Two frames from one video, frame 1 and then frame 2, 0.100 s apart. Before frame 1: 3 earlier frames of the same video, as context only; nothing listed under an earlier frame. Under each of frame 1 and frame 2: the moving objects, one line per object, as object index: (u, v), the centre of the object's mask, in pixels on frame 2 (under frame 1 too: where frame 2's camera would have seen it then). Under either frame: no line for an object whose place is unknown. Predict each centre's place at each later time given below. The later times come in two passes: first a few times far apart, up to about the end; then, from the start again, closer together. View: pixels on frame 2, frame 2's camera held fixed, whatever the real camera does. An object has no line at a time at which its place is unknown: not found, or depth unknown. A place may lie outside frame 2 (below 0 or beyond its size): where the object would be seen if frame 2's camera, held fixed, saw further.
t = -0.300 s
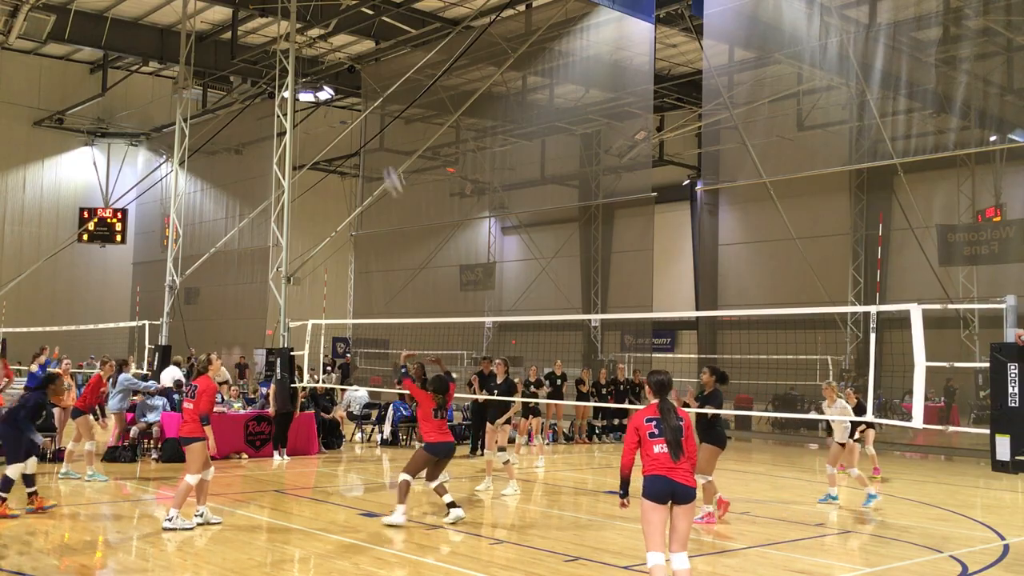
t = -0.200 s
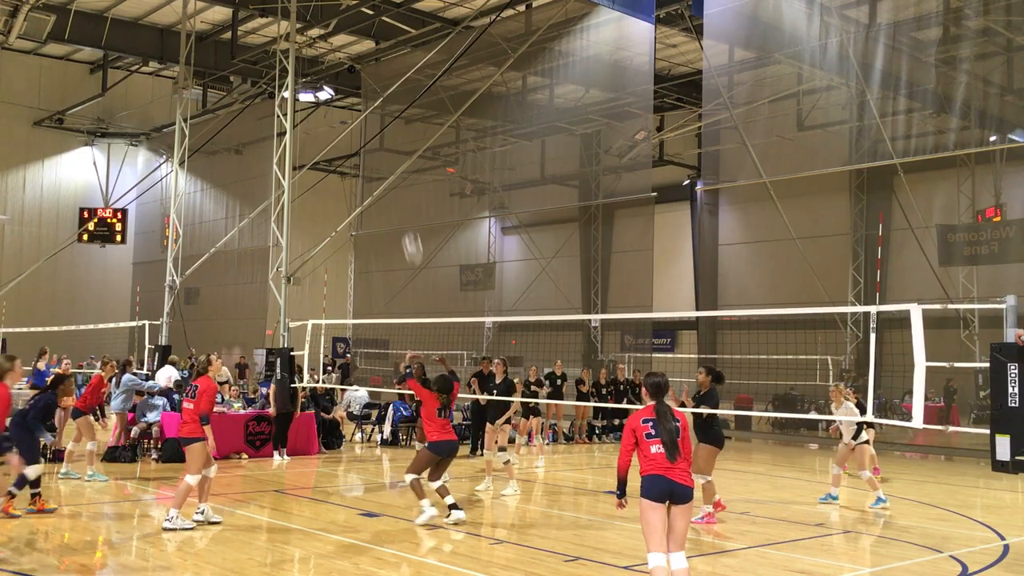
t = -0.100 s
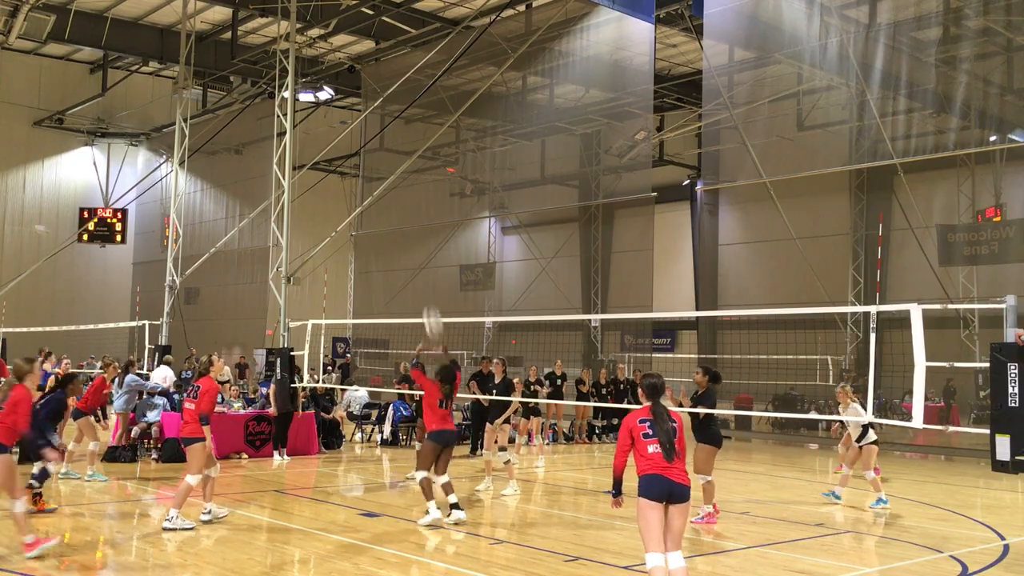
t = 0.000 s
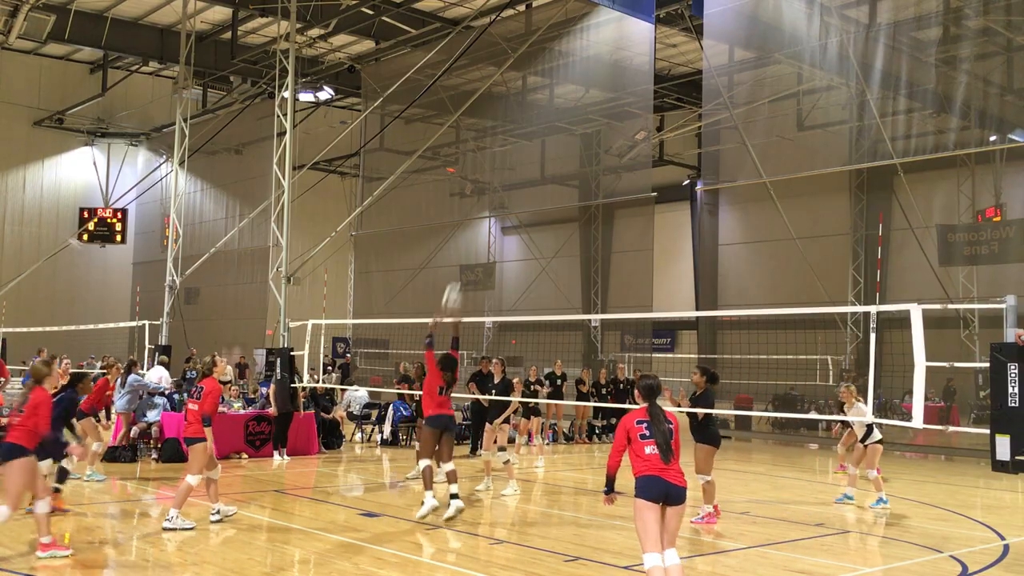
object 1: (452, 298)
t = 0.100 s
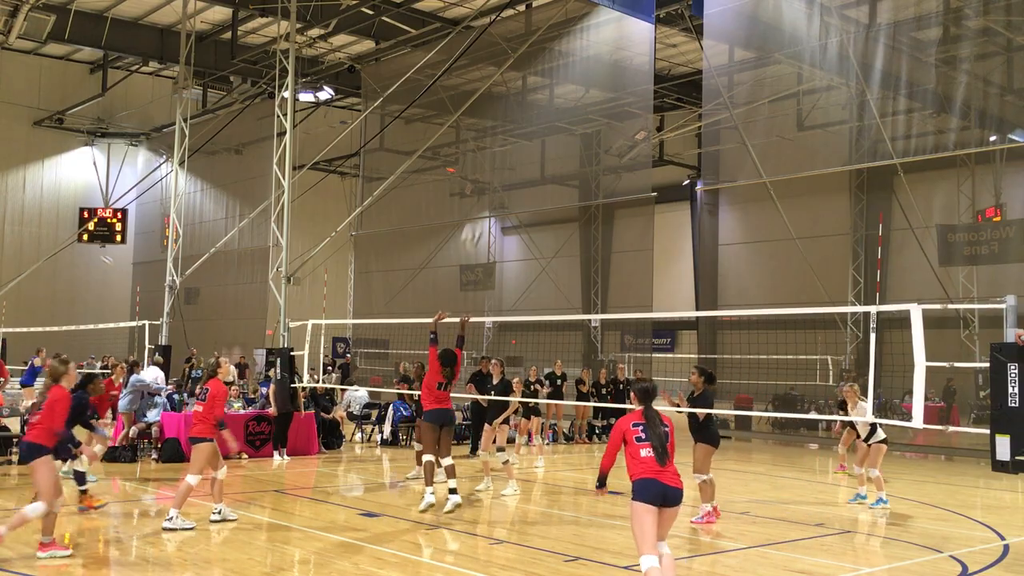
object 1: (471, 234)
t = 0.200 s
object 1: (491, 183)
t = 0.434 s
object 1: (539, 91)
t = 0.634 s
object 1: (585, 53)
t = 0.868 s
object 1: (640, 62)
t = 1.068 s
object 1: (688, 121)
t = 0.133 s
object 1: (477, 217)
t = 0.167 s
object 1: (484, 199)
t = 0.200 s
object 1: (491, 183)
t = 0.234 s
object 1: (498, 166)
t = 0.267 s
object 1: (505, 152)
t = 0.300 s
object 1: (512, 137)
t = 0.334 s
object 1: (519, 124)
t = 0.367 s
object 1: (526, 113)
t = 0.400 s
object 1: (532, 102)
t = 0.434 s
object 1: (539, 91)
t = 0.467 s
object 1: (547, 82)
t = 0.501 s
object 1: (555, 74)
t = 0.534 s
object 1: (562, 67)
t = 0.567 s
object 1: (570, 62)
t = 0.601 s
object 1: (578, 57)
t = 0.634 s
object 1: (585, 53)
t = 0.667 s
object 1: (592, 51)
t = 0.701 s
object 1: (600, 49)
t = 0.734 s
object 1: (607, 49)
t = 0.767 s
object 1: (616, 50)
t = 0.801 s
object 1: (623, 53)
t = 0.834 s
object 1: (632, 57)
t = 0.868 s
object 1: (640, 62)
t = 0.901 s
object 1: (649, 69)
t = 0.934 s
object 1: (656, 76)
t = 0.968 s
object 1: (663, 85)
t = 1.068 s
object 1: (688, 121)
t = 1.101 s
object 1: (696, 137)
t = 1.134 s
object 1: (705, 154)
